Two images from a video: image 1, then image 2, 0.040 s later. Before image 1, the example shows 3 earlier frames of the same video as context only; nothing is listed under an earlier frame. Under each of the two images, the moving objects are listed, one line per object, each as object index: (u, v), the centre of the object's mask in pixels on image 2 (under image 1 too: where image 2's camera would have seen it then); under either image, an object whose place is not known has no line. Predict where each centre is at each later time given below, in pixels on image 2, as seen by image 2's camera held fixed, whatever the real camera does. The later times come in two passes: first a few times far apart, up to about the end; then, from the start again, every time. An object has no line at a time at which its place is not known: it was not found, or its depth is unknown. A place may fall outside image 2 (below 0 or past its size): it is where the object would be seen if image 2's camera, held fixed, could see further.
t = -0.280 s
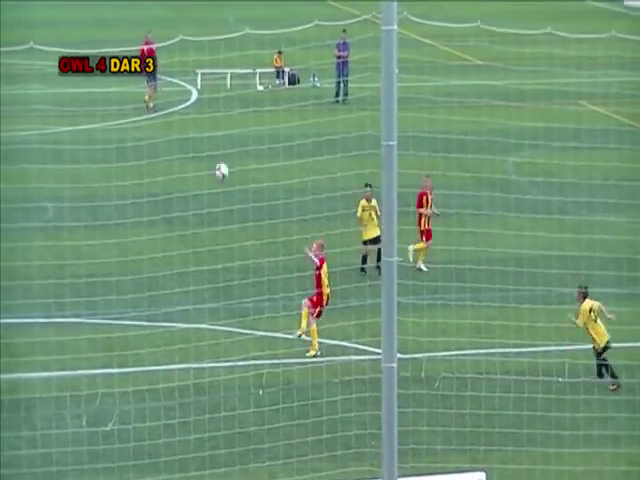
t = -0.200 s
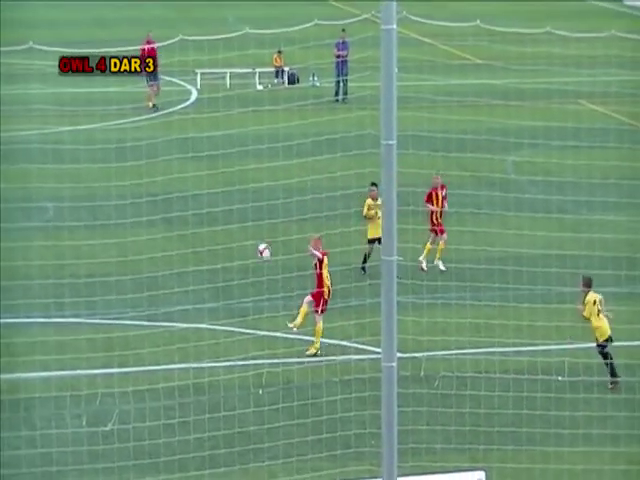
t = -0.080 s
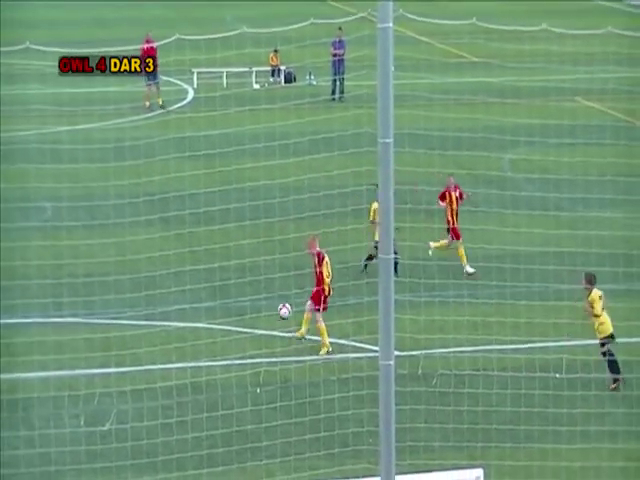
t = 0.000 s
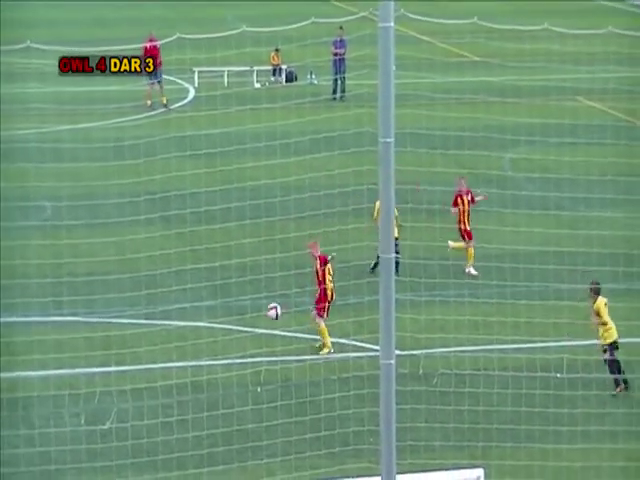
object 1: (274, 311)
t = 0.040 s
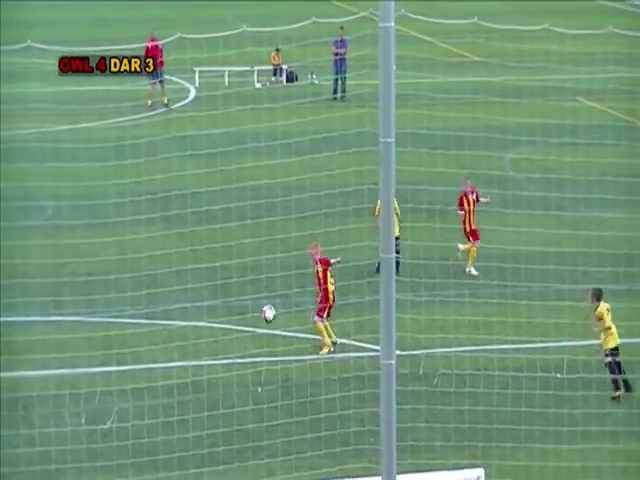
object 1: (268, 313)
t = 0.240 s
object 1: (239, 346)
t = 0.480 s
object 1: (206, 388)
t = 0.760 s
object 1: (173, 408)
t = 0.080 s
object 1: (262, 318)
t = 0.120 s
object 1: (257, 322)
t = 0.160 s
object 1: (251, 329)
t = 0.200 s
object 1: (245, 338)
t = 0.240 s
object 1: (239, 346)
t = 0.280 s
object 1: (234, 359)
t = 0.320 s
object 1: (229, 373)
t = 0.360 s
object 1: (223, 387)
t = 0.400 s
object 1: (216, 397)
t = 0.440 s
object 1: (211, 391)
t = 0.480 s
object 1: (206, 388)
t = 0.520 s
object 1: (201, 387)
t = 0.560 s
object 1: (197, 385)
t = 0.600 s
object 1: (192, 387)
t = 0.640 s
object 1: (187, 389)
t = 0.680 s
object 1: (182, 394)
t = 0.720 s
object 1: (178, 399)
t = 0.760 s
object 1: (173, 408)
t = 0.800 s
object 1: (168, 417)
